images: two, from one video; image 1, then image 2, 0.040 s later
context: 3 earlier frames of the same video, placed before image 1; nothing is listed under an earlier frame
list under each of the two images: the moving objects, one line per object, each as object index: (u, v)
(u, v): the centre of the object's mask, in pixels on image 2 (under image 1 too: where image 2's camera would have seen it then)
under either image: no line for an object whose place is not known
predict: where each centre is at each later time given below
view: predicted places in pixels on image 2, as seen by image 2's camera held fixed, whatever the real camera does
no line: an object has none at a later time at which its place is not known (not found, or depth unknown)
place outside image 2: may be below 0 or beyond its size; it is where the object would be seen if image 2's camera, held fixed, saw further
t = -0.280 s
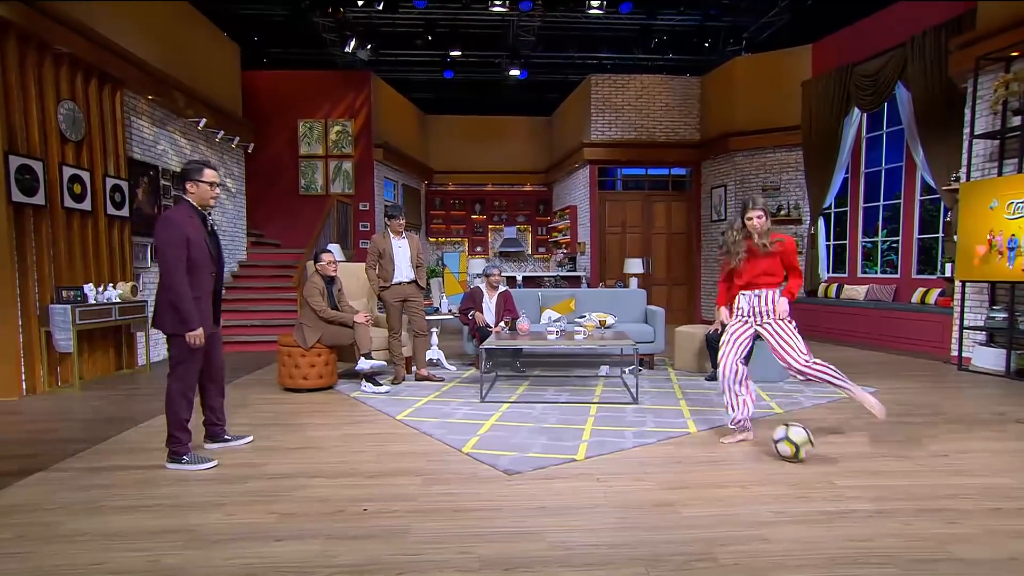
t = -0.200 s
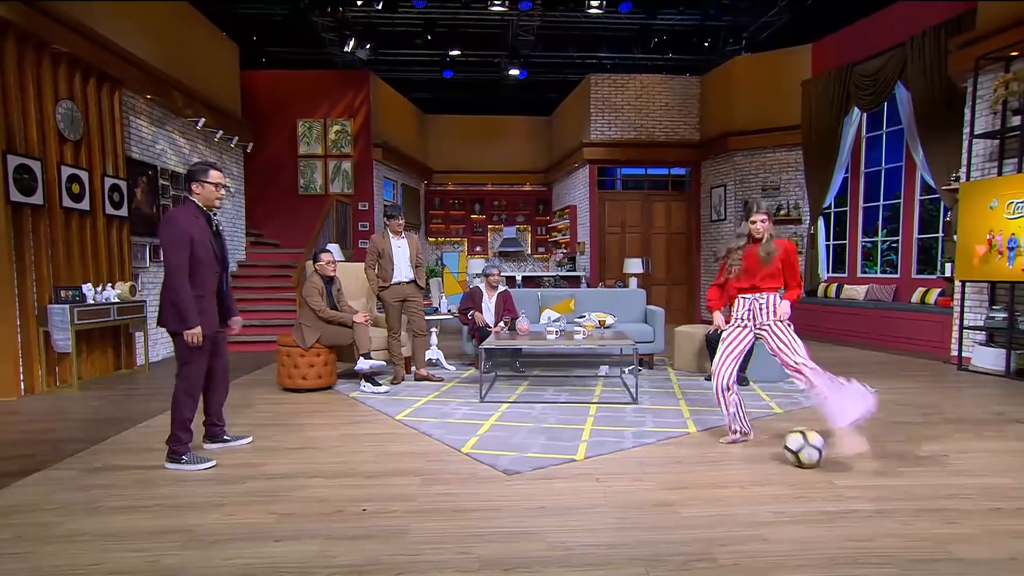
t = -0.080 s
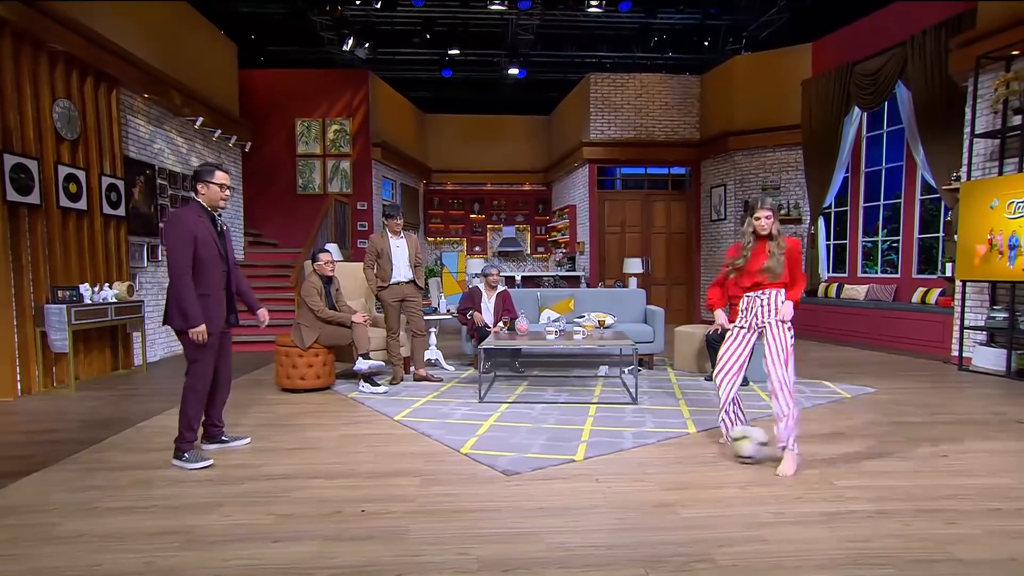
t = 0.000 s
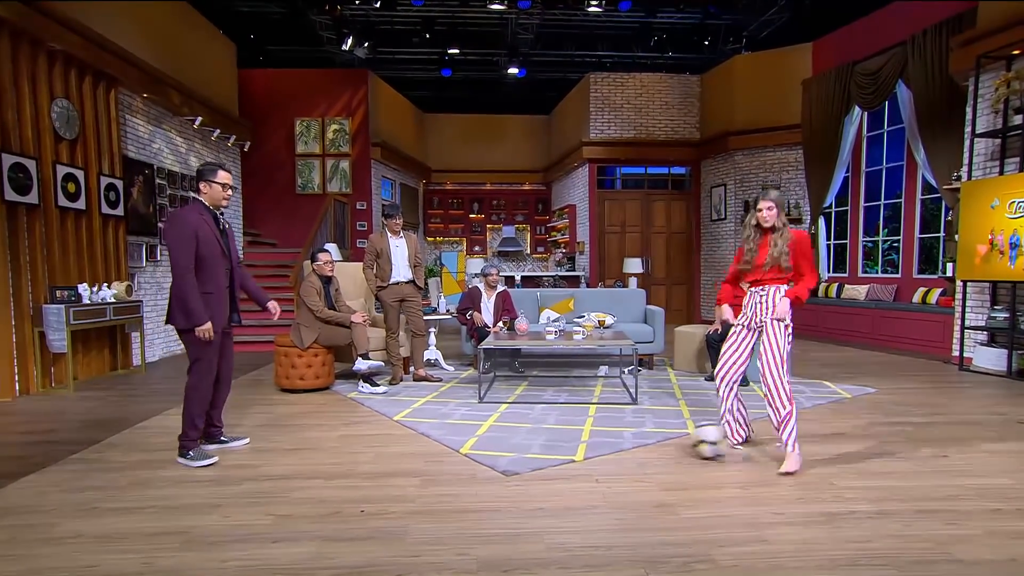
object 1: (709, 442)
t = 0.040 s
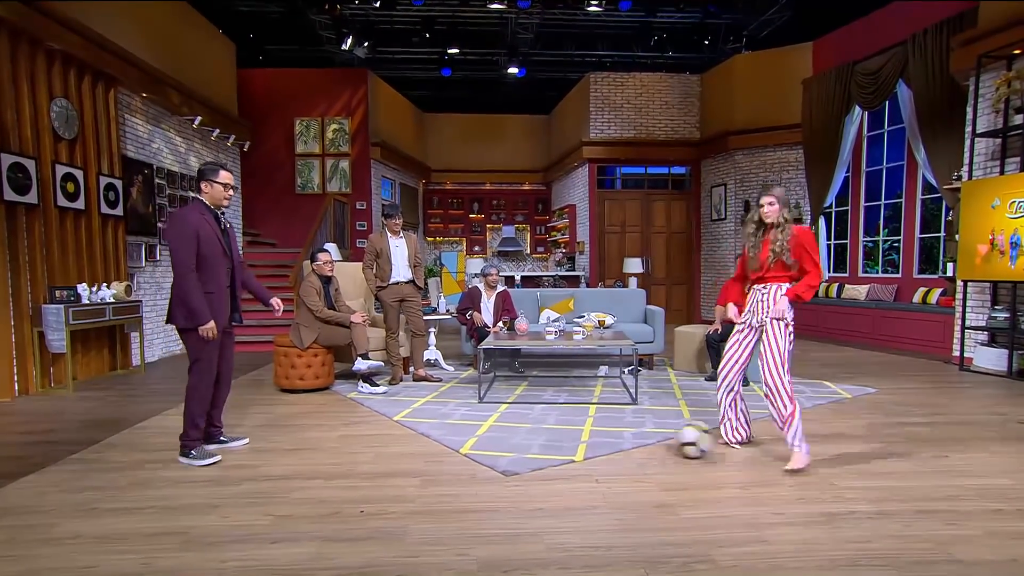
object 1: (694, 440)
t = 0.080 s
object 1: (678, 438)
